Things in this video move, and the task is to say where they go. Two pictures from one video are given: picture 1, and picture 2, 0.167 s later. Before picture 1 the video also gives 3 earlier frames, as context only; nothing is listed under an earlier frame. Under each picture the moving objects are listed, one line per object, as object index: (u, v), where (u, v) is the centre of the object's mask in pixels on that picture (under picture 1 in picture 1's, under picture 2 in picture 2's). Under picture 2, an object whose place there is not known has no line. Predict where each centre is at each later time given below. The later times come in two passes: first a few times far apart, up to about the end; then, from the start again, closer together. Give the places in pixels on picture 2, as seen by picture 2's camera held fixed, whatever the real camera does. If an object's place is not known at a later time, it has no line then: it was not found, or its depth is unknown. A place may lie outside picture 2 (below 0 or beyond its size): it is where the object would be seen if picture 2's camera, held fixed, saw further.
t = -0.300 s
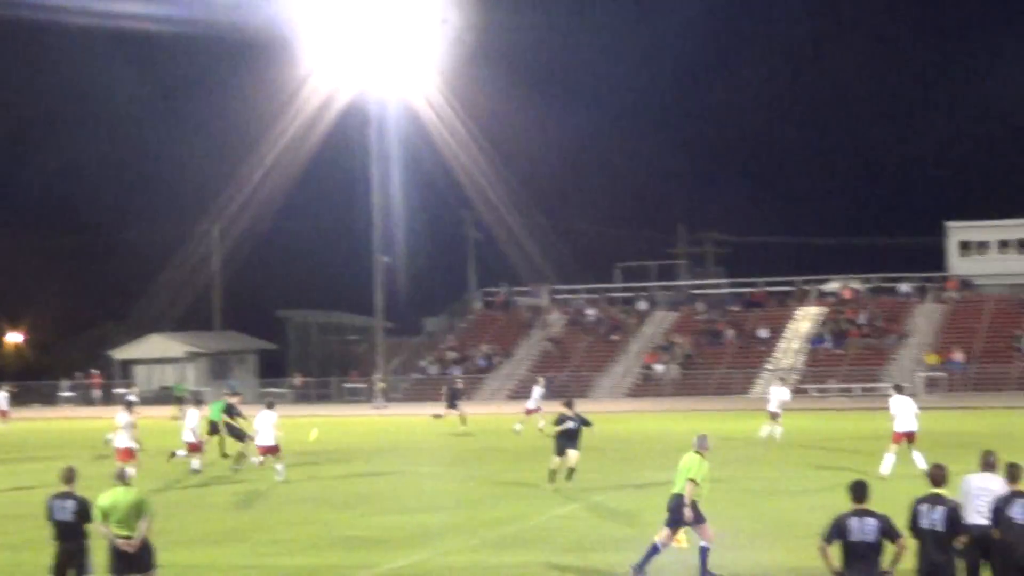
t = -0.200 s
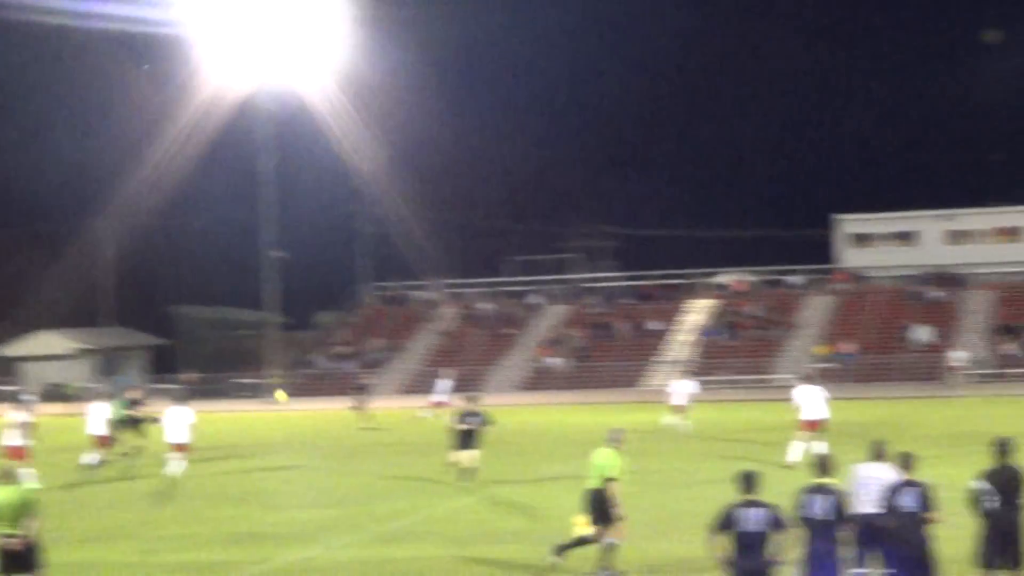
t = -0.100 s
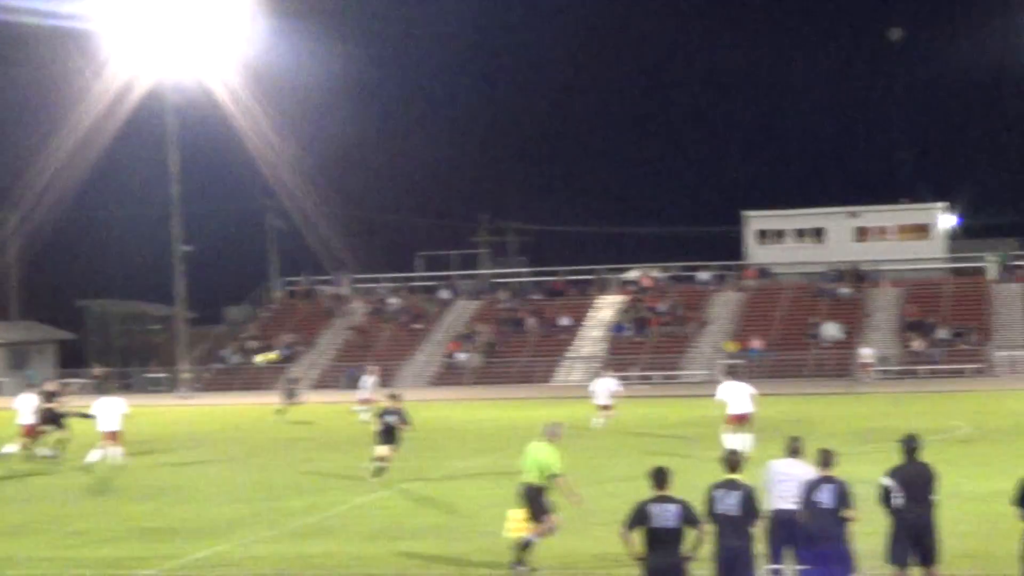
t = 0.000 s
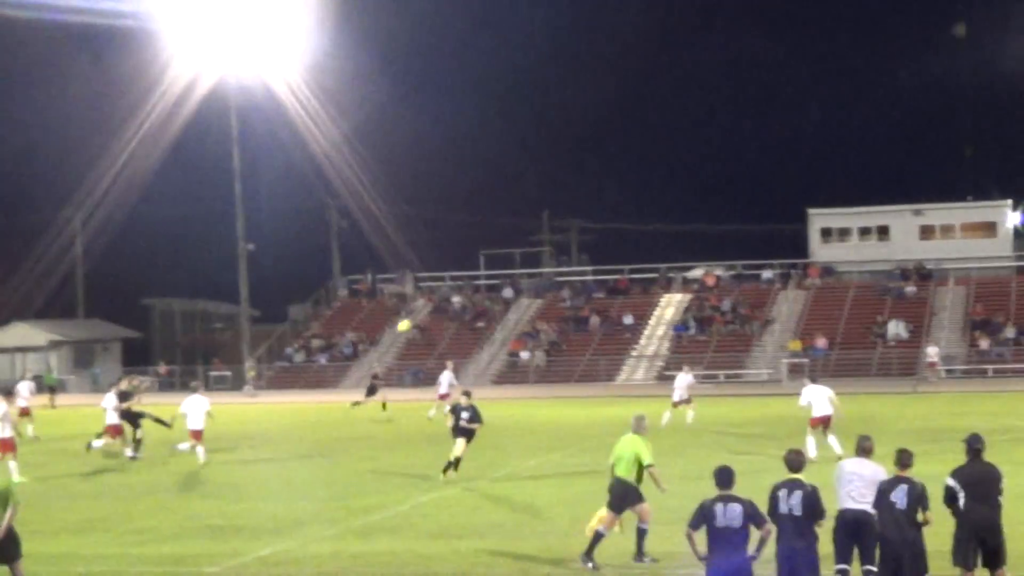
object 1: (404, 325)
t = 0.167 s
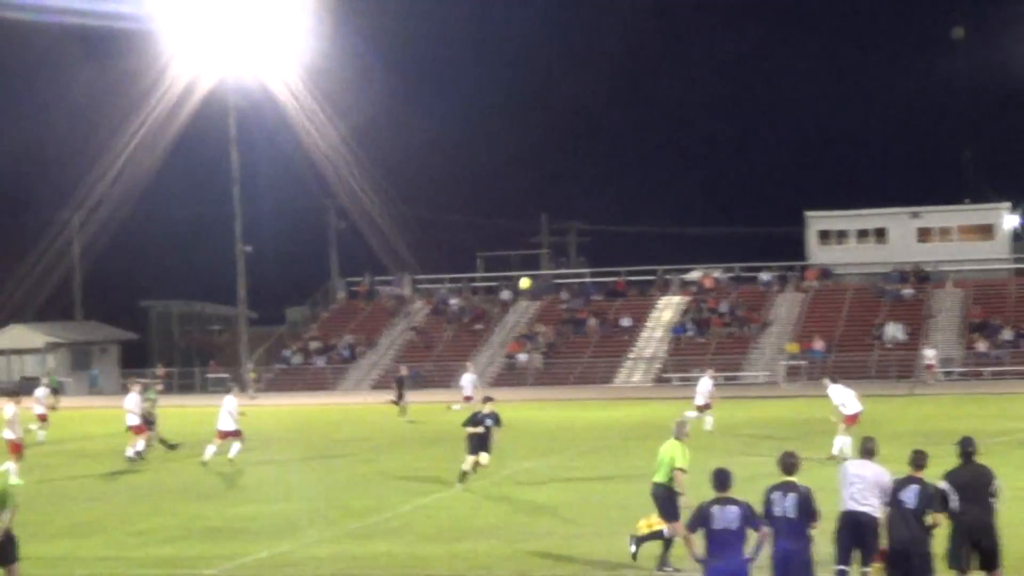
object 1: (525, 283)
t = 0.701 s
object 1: (917, 203)
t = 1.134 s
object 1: (1286, 225)
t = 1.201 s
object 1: (1352, 238)
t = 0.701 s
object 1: (917, 203)
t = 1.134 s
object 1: (1286, 225)
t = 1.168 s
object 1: (1319, 231)
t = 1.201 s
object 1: (1352, 238)
